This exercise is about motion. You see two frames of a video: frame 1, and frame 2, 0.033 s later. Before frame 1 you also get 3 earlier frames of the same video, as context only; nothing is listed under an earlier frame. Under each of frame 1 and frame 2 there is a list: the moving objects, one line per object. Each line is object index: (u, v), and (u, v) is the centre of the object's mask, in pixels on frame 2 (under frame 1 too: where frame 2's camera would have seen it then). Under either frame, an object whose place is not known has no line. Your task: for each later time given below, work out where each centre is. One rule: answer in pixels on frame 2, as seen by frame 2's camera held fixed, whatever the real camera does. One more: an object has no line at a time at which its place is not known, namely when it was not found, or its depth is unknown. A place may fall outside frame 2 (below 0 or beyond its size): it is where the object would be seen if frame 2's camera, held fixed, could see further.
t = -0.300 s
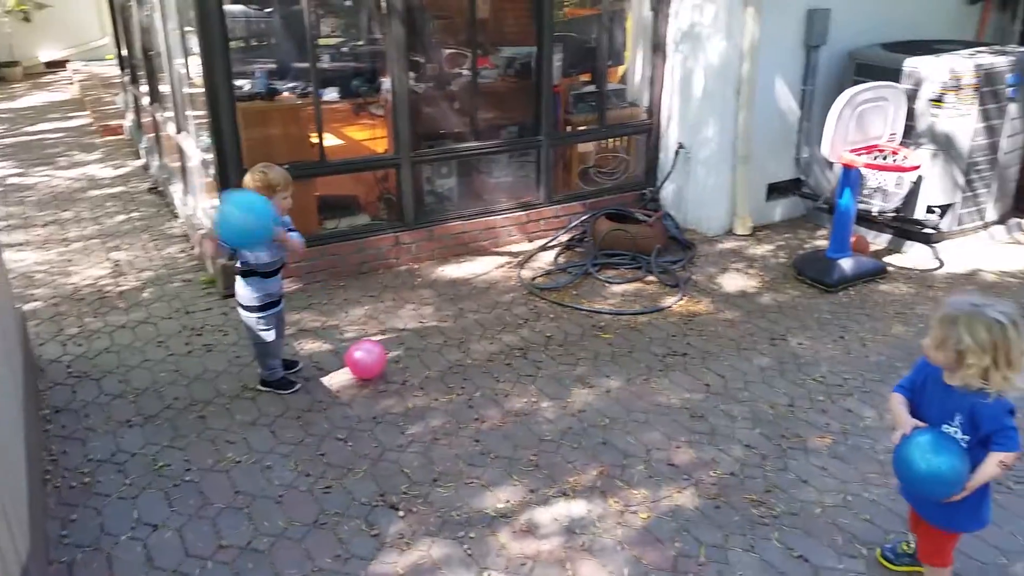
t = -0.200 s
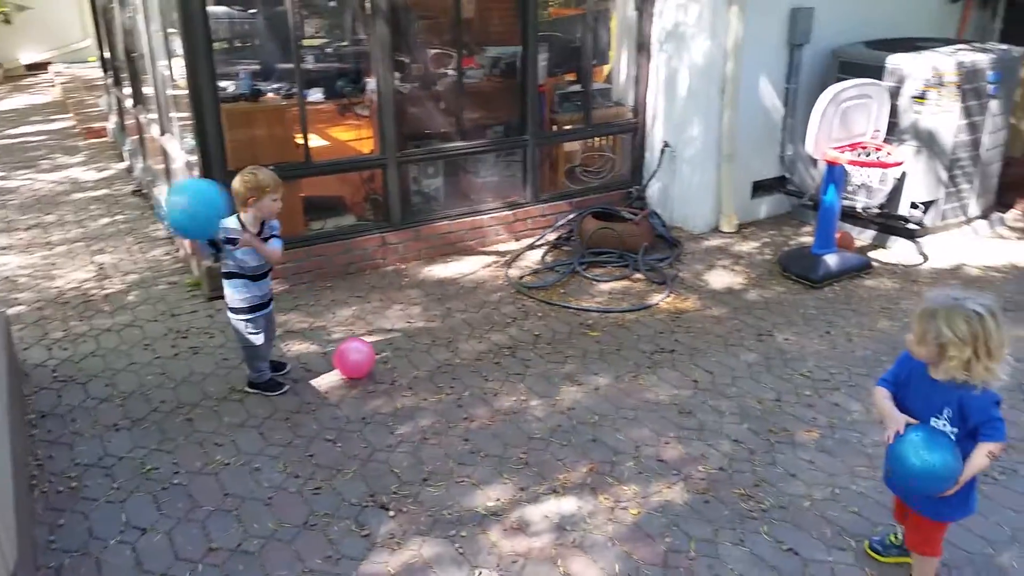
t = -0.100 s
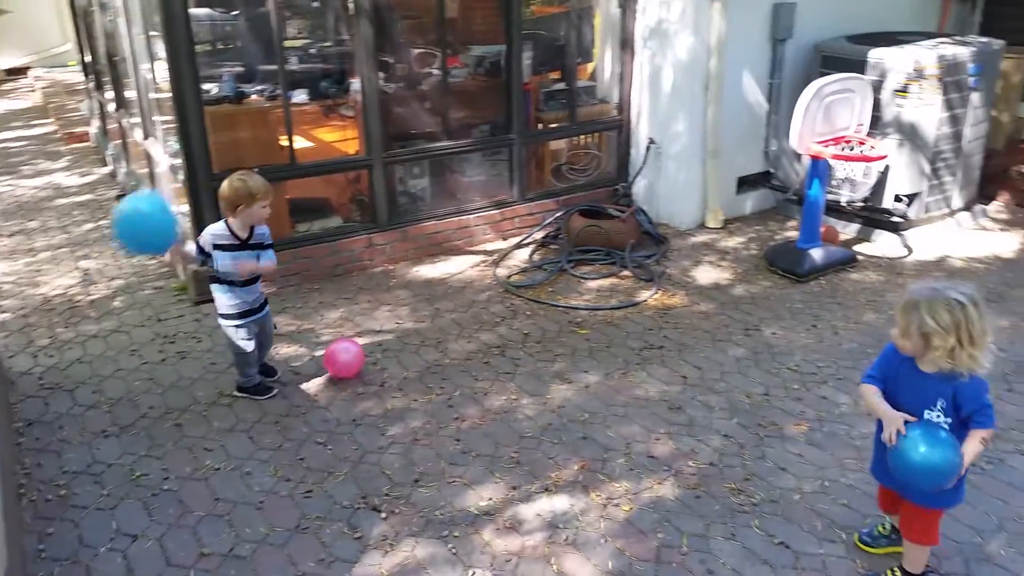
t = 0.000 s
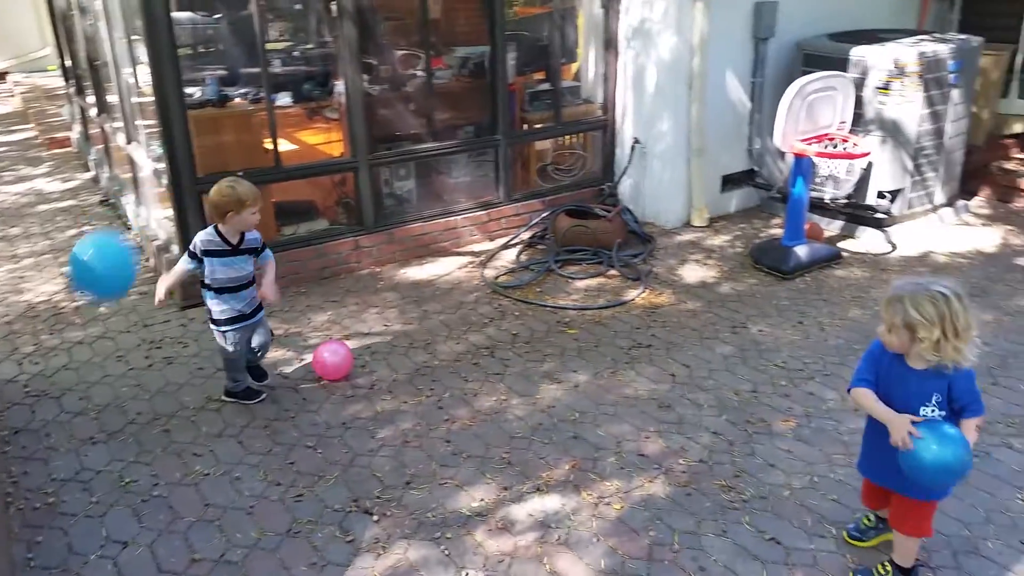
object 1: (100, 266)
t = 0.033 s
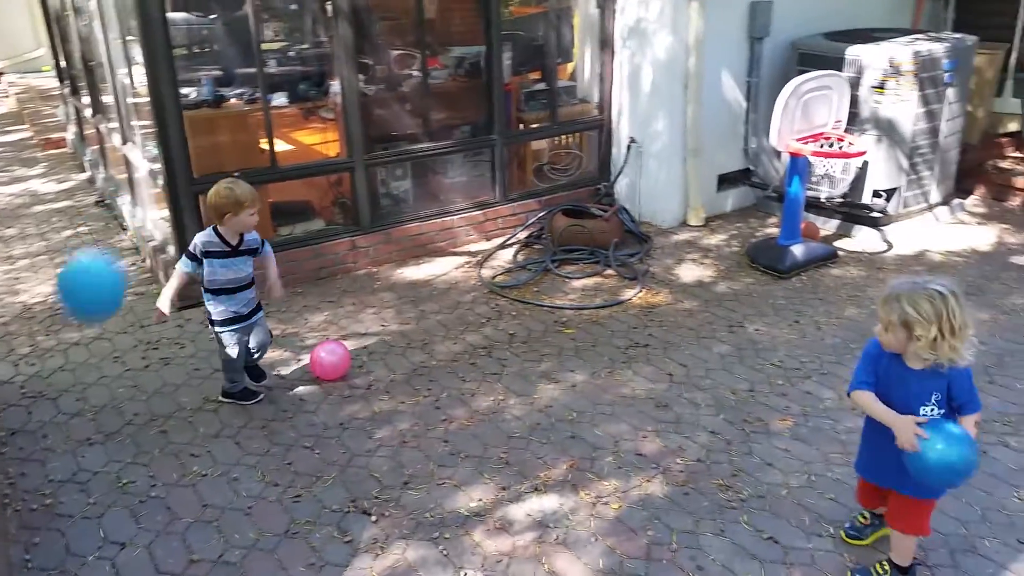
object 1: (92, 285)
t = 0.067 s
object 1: (84, 307)
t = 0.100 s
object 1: (77, 331)
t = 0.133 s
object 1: (72, 357)
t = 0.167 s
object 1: (67, 386)
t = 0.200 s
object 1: (61, 417)
